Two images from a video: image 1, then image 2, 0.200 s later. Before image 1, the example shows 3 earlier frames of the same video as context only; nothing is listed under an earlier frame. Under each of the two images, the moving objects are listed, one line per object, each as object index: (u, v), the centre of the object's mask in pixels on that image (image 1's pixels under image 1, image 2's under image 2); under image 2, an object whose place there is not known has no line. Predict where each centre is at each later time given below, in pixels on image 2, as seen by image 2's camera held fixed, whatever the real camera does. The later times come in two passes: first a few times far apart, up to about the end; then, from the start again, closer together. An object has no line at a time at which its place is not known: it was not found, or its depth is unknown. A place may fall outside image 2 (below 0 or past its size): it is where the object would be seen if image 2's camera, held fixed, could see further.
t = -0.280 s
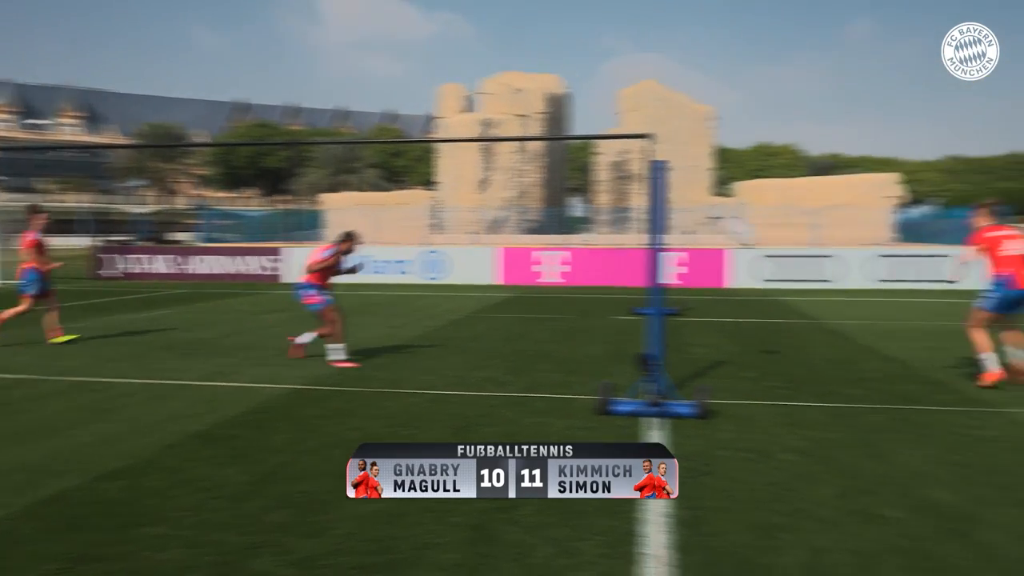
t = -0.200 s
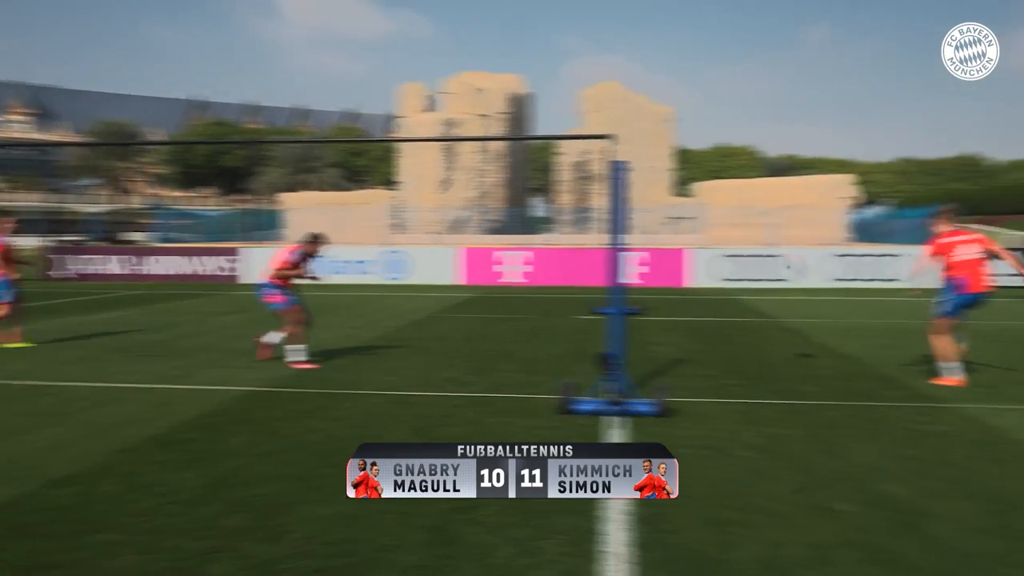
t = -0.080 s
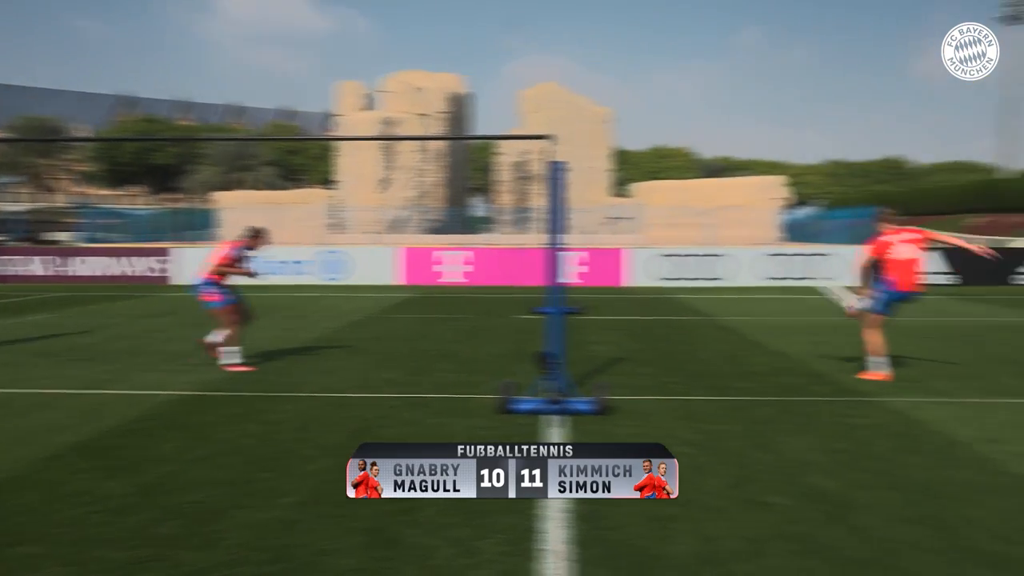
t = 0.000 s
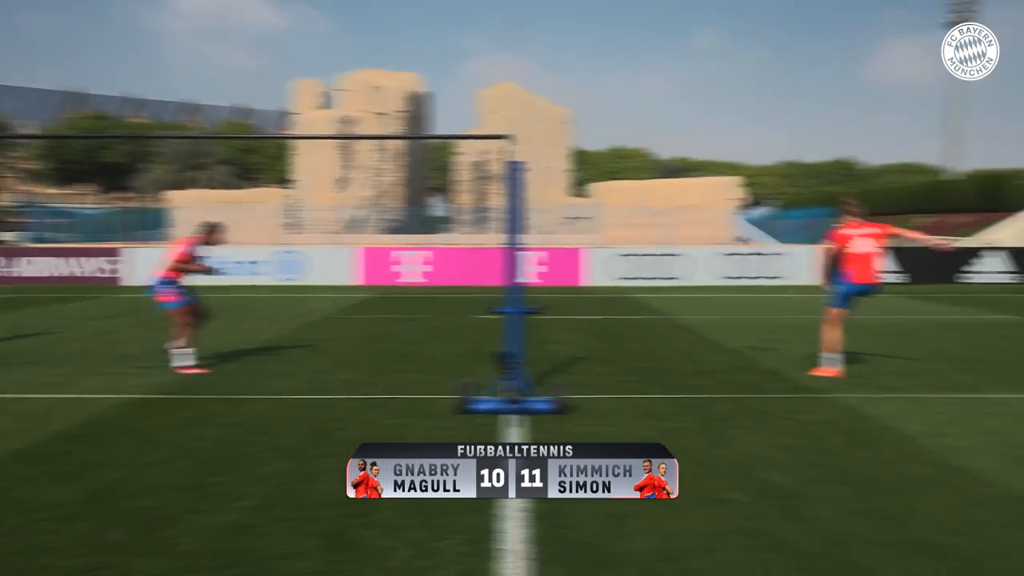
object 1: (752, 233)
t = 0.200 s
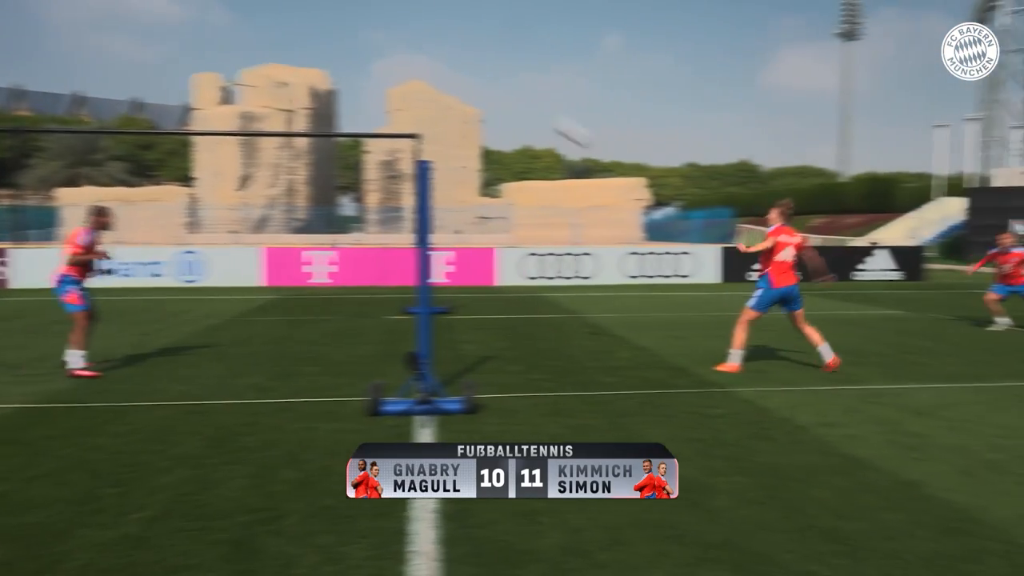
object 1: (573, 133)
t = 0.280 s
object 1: (535, 98)
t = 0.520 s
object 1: (424, 31)
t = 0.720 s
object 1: (337, 20)
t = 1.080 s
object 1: (173, 106)
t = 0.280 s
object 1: (535, 98)
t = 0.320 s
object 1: (516, 83)
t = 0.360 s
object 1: (499, 70)
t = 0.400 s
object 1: (480, 57)
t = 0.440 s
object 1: (460, 46)
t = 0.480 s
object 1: (442, 38)
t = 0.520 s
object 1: (424, 31)
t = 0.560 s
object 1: (406, 25)
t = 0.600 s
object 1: (389, 22)
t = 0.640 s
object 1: (371, 20)
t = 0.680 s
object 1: (353, 19)
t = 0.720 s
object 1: (337, 20)
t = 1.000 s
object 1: (209, 74)
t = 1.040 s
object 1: (189, 90)
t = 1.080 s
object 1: (173, 106)
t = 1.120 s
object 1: (155, 125)
